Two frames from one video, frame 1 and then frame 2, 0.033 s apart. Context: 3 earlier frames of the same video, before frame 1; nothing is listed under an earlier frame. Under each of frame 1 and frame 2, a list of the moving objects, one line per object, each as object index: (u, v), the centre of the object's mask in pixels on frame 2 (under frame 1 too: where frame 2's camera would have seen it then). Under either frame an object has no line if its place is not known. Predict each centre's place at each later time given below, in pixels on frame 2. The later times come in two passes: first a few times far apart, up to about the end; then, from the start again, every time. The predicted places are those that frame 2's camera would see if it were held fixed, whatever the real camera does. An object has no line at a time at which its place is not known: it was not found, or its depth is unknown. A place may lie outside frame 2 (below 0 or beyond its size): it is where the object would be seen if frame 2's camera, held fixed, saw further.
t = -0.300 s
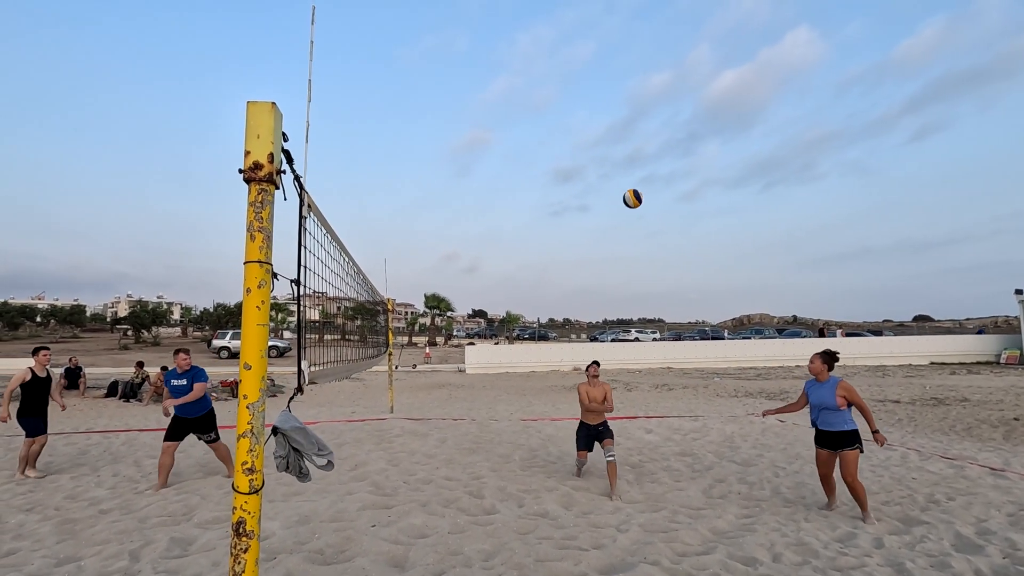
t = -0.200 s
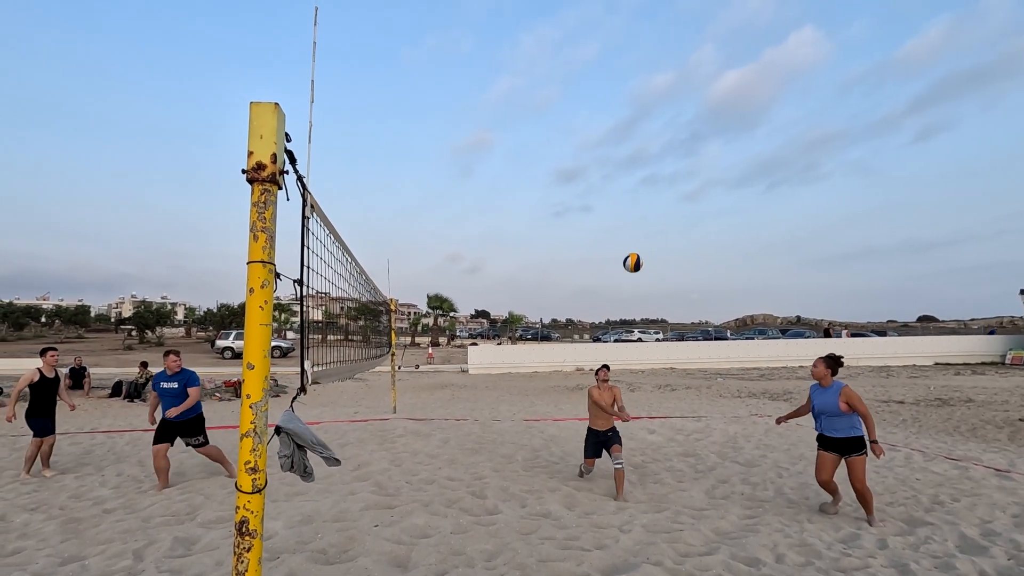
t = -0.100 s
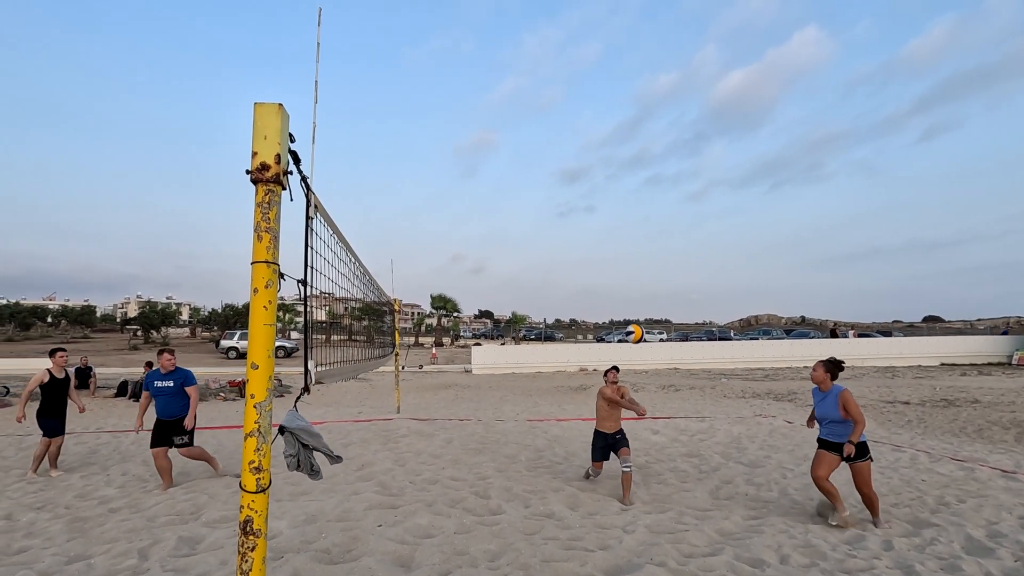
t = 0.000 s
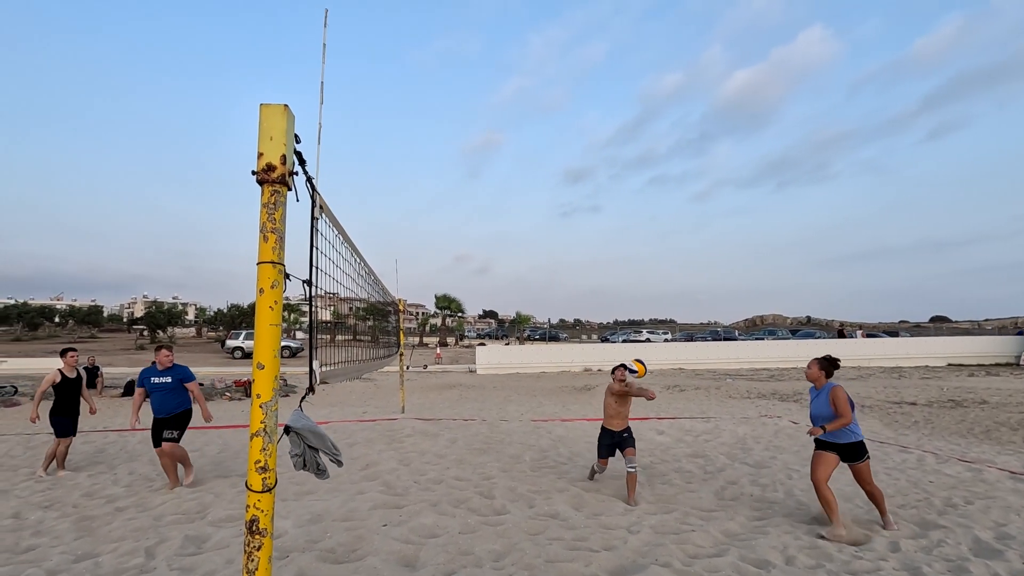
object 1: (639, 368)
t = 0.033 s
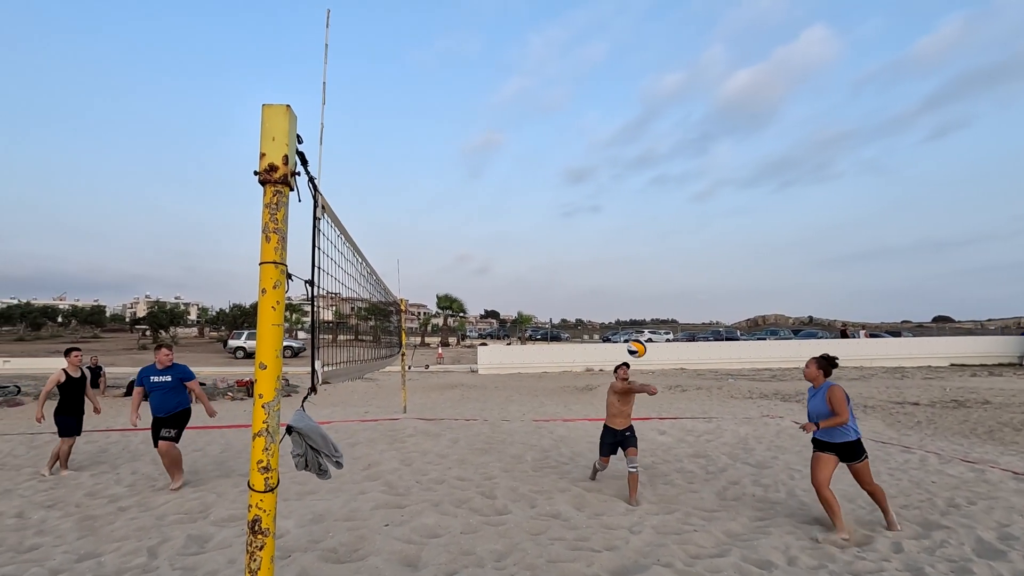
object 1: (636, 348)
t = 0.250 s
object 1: (619, 238)
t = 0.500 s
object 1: (599, 168)
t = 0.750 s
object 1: (580, 162)
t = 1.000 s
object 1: (565, 222)
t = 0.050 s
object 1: (635, 339)
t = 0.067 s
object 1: (634, 328)
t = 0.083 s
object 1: (633, 320)
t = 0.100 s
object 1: (631, 311)
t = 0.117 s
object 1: (630, 302)
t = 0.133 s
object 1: (629, 293)
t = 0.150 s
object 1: (628, 284)
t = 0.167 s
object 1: (626, 276)
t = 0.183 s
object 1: (625, 268)
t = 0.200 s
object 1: (624, 260)
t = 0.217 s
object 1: (622, 253)
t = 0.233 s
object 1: (621, 245)
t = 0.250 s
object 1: (619, 238)
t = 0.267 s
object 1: (618, 232)
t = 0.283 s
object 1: (617, 225)
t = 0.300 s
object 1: (615, 219)
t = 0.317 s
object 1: (614, 213)
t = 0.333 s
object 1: (613, 208)
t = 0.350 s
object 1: (611, 203)
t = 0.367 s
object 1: (610, 198)
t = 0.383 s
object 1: (608, 193)
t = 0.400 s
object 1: (607, 189)
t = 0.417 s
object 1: (606, 184)
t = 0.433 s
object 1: (604, 181)
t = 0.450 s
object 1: (603, 177)
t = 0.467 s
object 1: (602, 174)
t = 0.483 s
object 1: (600, 171)
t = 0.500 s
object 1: (599, 168)
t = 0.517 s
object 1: (598, 166)
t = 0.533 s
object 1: (596, 164)
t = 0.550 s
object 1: (595, 162)
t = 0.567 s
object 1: (594, 160)
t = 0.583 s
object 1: (592, 159)
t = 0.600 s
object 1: (591, 158)
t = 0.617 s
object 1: (590, 157)
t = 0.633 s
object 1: (589, 157)
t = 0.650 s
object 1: (587, 157)
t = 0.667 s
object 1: (586, 157)
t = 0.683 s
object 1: (585, 157)
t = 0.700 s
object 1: (584, 158)
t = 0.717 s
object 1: (582, 159)
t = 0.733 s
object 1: (581, 160)
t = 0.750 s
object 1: (580, 162)
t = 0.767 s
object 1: (579, 164)
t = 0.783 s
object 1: (578, 166)
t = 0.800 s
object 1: (576, 169)
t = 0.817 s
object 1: (575, 171)
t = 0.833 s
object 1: (574, 174)
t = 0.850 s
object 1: (573, 178)
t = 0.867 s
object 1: (572, 181)
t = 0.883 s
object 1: (571, 185)
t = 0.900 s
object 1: (570, 190)
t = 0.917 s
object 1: (569, 194)
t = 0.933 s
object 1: (568, 199)
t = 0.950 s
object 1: (567, 204)
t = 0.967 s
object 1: (566, 210)
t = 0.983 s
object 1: (565, 216)
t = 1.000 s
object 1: (565, 222)
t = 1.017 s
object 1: (564, 228)
